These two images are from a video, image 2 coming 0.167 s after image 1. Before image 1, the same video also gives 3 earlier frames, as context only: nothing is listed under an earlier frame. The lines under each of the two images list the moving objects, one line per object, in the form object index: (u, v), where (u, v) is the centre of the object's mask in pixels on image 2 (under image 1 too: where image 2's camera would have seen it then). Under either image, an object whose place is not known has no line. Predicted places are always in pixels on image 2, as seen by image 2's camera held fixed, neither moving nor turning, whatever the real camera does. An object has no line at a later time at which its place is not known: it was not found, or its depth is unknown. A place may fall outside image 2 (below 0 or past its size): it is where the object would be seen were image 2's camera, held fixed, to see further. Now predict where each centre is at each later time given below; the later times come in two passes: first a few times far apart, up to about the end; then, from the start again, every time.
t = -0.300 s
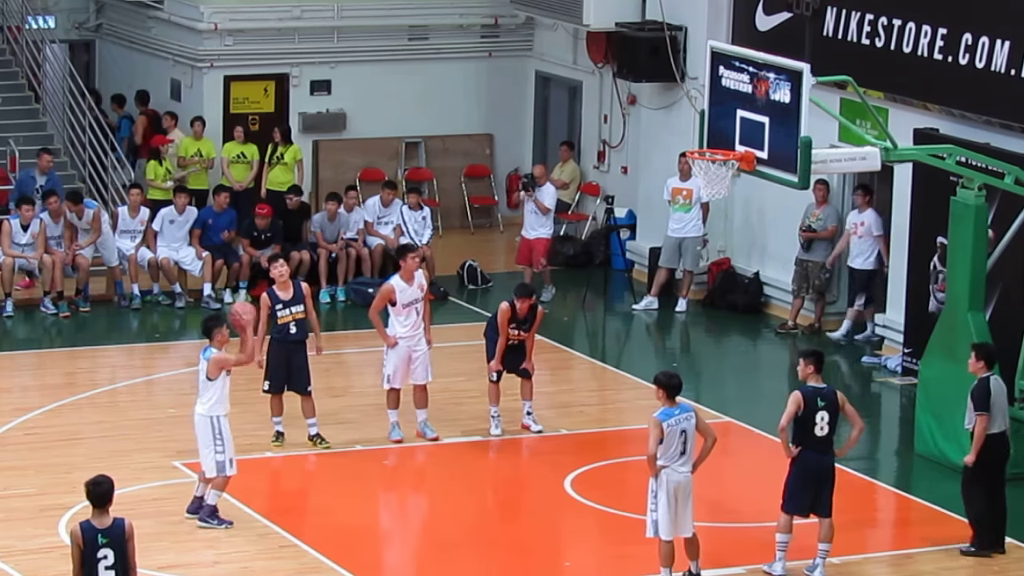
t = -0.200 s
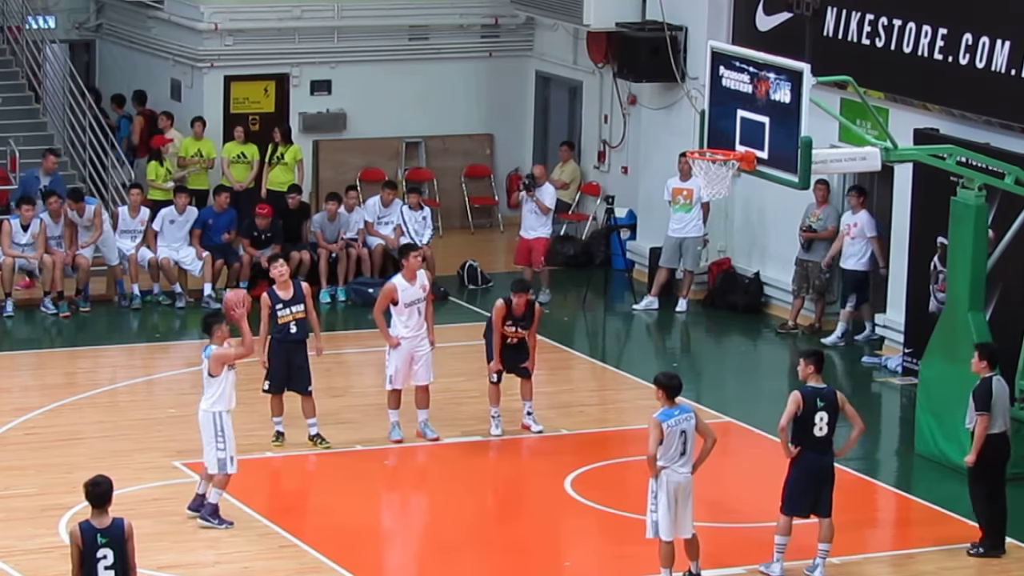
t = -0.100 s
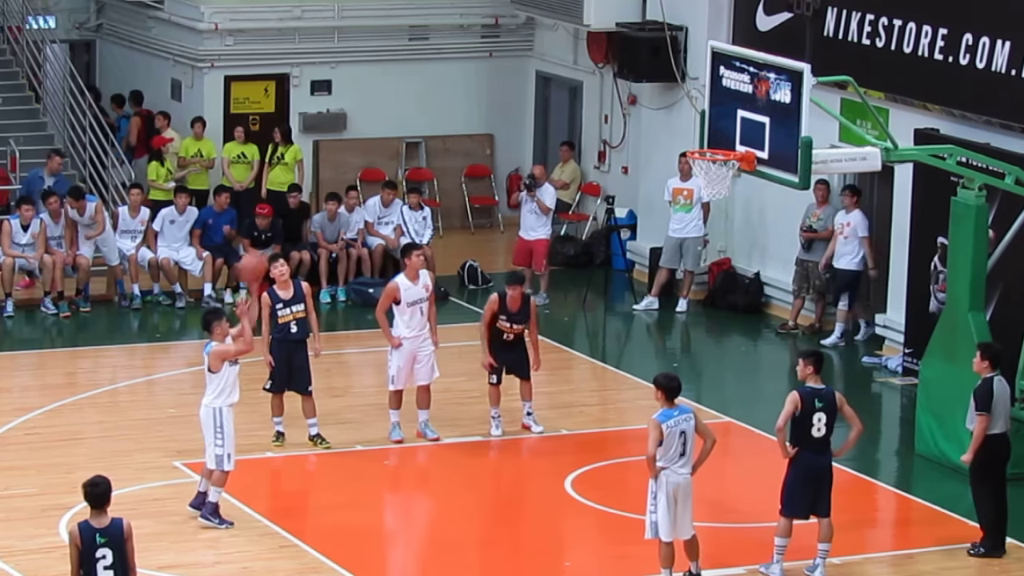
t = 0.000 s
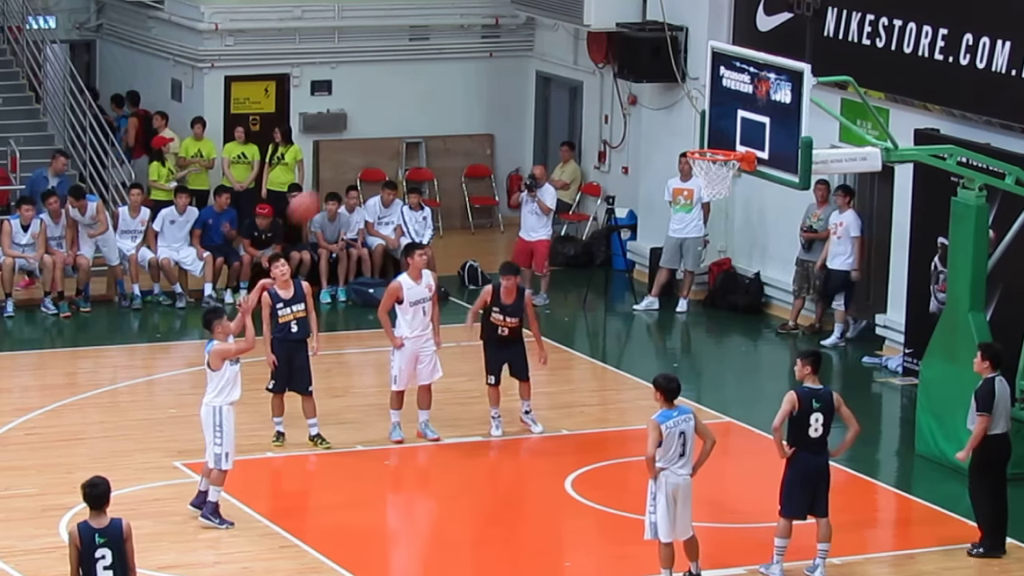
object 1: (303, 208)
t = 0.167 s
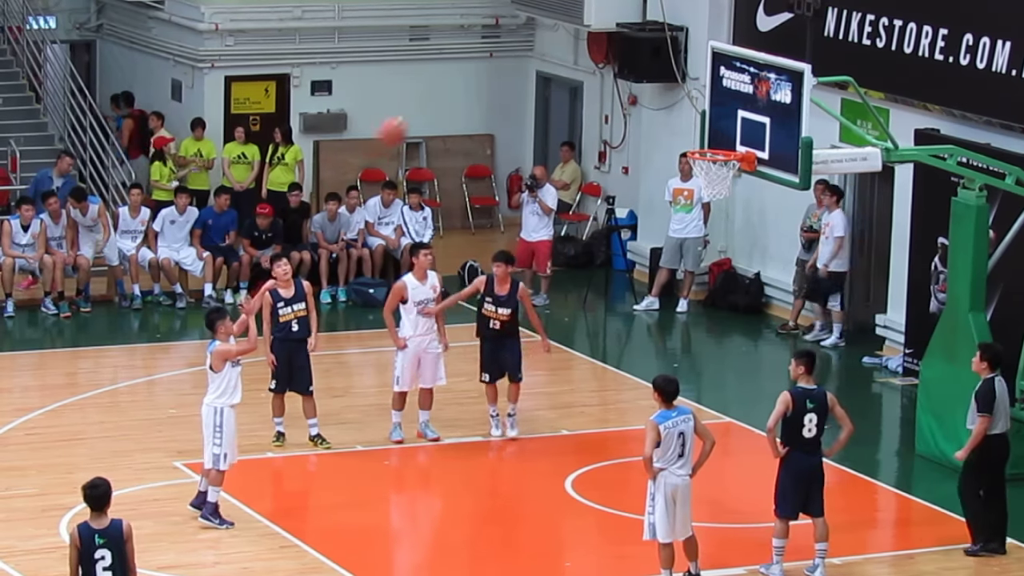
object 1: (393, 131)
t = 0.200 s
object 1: (409, 120)
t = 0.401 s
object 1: (510, 76)
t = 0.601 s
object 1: (606, 77)
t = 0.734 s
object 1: (668, 102)
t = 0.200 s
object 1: (409, 120)
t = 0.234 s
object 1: (426, 110)
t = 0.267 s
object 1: (443, 100)
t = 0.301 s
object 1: (460, 93)
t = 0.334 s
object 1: (477, 86)
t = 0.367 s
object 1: (494, 81)
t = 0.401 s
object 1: (510, 76)
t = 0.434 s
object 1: (526, 73)
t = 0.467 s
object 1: (543, 72)
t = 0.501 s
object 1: (559, 72)
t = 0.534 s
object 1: (574, 73)
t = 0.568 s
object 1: (590, 75)
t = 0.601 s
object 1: (606, 77)
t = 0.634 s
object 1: (622, 82)
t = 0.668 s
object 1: (637, 88)
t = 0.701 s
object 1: (653, 94)
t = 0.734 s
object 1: (668, 102)
